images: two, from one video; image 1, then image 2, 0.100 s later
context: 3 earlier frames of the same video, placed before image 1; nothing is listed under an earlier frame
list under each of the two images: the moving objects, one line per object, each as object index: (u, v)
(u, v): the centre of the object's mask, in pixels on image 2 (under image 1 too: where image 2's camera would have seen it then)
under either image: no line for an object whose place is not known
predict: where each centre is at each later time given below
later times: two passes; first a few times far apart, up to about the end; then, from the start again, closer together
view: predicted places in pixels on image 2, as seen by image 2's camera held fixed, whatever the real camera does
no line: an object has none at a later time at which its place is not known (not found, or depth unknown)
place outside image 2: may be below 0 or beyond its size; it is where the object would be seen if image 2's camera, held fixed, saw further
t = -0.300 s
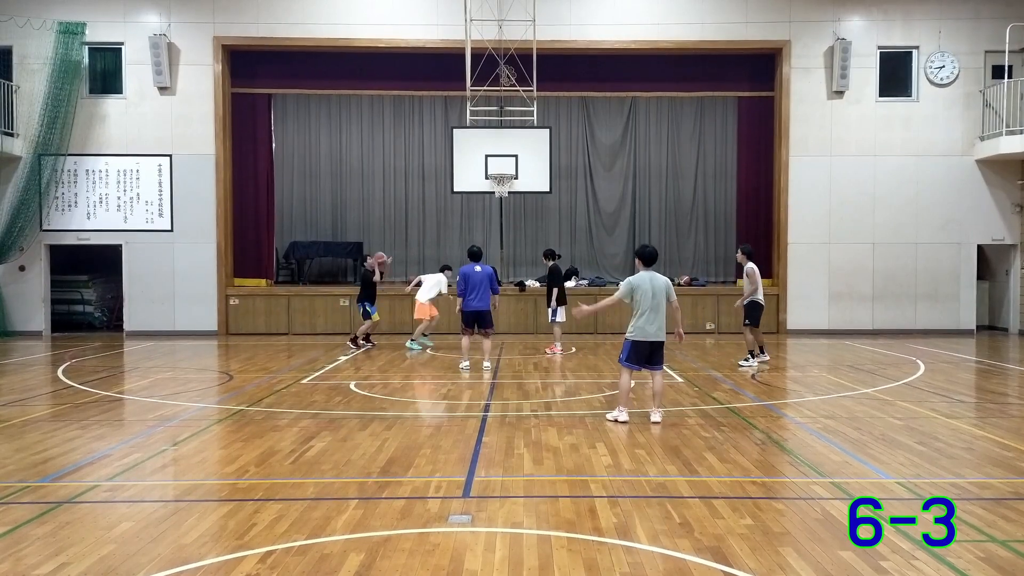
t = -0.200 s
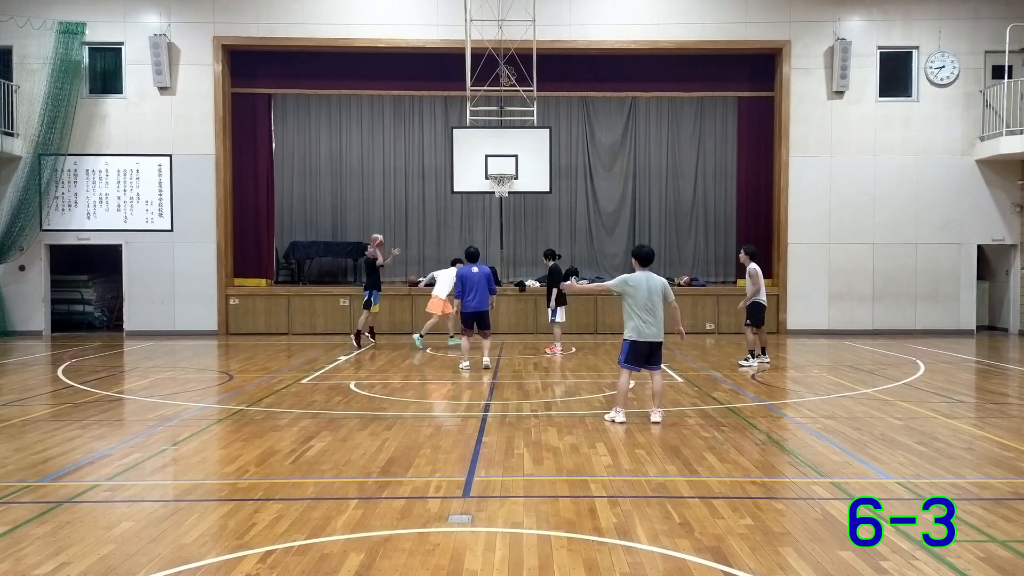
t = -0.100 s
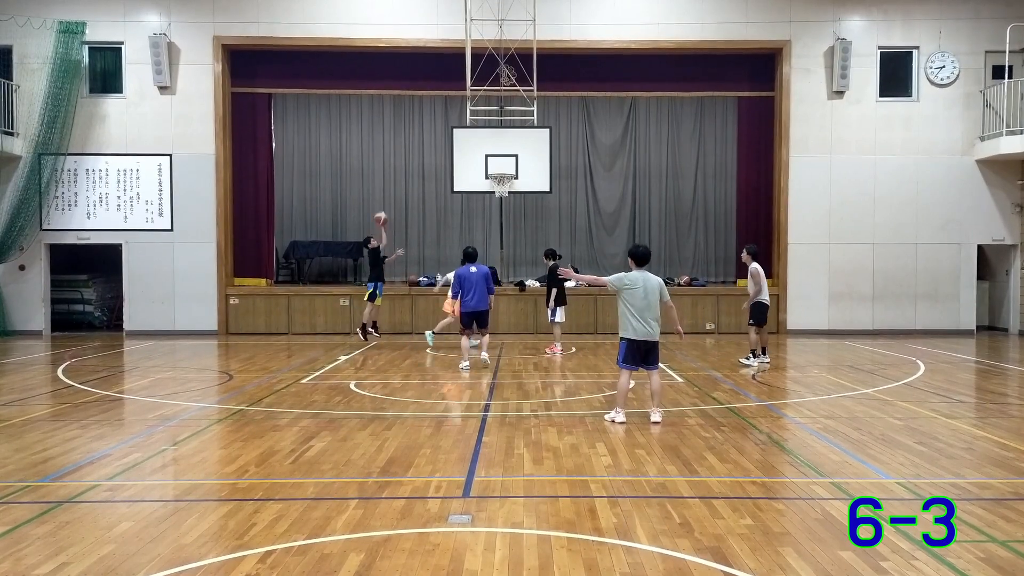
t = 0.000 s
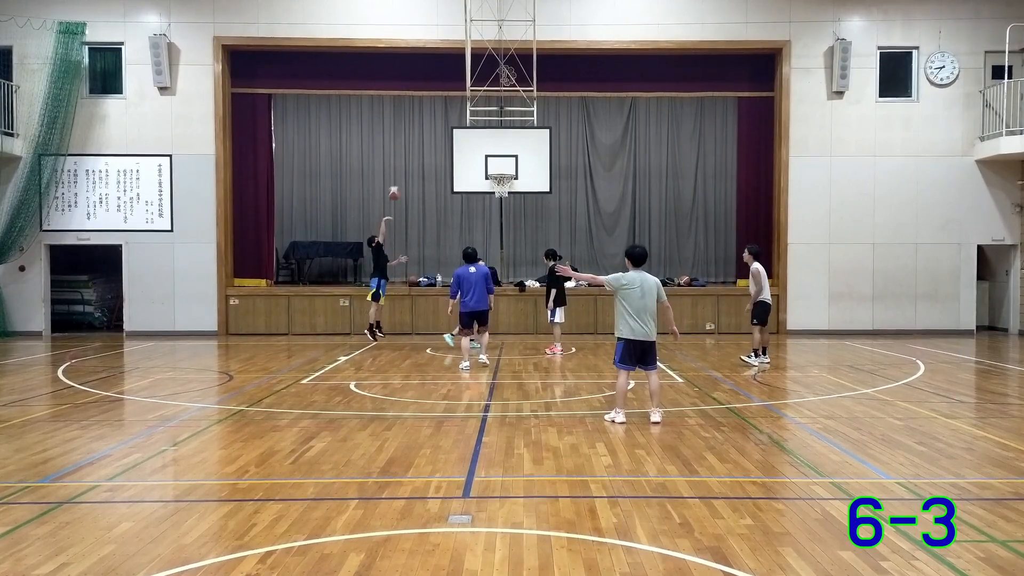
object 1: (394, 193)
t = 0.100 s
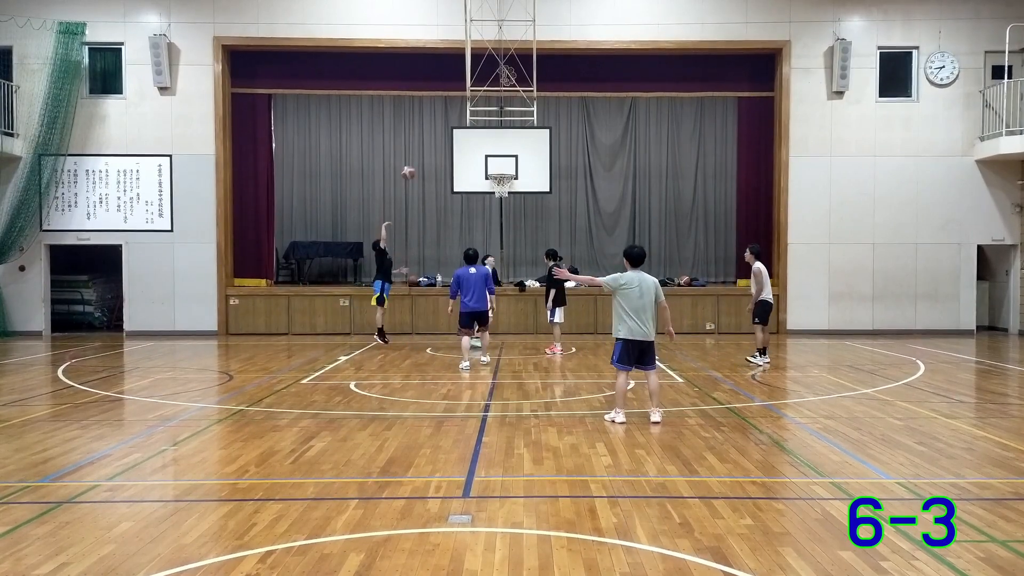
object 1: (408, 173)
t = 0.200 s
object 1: (422, 158)
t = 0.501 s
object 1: (464, 147)
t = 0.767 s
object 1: (501, 178)
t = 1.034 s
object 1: (517, 218)
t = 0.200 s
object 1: (422, 158)
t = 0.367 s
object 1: (445, 146)
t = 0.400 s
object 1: (451, 145)
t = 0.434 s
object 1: (455, 145)
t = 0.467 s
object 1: (459, 146)
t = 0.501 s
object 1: (464, 147)
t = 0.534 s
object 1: (469, 149)
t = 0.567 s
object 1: (473, 152)
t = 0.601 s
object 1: (478, 155)
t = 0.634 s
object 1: (483, 159)
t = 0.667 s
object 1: (487, 163)
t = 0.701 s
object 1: (492, 167)
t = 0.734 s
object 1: (497, 171)
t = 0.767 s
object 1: (501, 178)
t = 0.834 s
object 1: (508, 191)
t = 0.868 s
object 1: (510, 193)
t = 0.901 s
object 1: (511, 197)
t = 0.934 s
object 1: (512, 201)
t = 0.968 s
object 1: (514, 207)
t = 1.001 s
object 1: (515, 212)
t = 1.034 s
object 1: (517, 218)
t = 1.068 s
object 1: (518, 225)
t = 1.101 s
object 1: (520, 233)
